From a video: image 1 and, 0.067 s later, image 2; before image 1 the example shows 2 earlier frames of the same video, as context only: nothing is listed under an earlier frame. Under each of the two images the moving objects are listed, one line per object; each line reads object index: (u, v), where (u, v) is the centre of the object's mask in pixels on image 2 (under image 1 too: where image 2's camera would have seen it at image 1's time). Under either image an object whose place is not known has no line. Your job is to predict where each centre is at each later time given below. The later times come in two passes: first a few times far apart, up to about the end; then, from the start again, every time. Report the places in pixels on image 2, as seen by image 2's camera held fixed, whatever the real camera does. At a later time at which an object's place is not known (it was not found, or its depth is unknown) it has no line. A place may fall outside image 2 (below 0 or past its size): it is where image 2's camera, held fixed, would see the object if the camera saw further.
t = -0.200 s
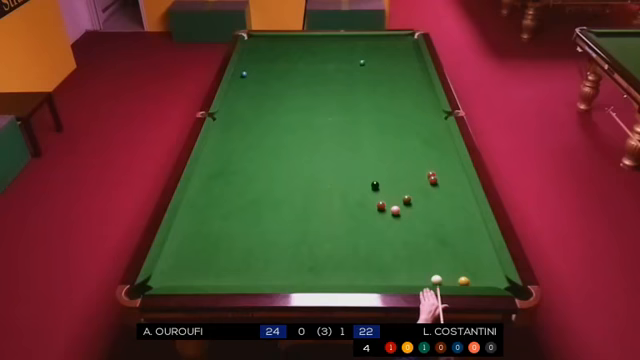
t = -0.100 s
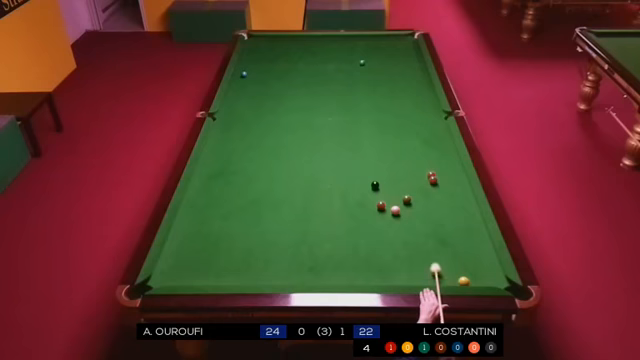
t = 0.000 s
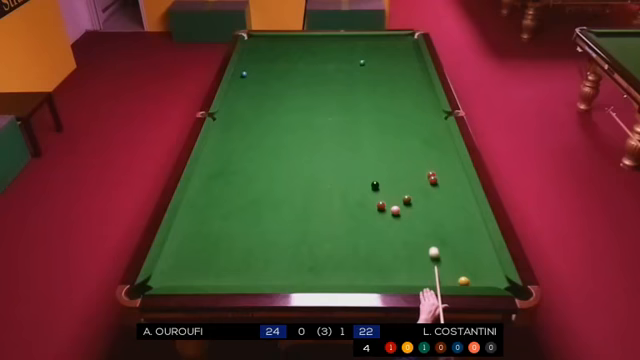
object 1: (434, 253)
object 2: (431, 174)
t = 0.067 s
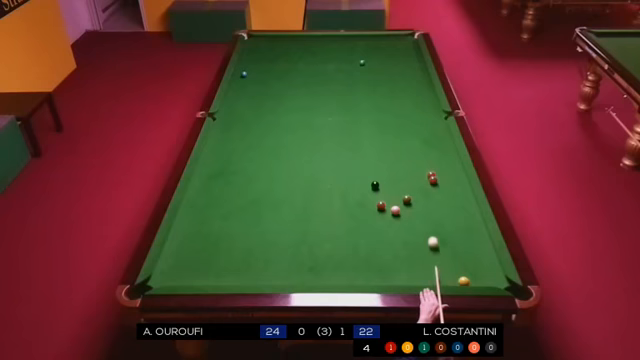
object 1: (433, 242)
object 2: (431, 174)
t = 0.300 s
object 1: (430, 211)
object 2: (431, 174)
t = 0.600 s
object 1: (423, 180)
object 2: (431, 173)
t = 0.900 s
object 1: (404, 164)
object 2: (428, 163)
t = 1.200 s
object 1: (388, 150)
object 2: (426, 154)
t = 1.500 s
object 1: (374, 138)
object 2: (424, 147)
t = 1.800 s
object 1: (361, 127)
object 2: (422, 140)
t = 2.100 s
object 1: (350, 117)
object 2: (421, 135)
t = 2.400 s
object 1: (340, 108)
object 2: (420, 130)
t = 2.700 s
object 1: (331, 101)
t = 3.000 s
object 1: (323, 94)
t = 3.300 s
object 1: (315, 88)
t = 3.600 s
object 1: (309, 82)
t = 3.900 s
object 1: (303, 77)
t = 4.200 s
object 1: (298, 73)
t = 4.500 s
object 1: (293, 69)
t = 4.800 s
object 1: (289, 66)
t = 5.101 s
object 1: (285, 63)
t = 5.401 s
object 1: (282, 60)
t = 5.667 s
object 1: (280, 58)
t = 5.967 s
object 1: (278, 56)
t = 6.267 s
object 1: (275, 54)
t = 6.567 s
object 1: (274, 53)
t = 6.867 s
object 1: (273, 52)
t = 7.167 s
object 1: (272, 52)
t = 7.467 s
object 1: (271, 52)
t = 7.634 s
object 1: (271, 51)
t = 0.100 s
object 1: (432, 237)
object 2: (431, 174)
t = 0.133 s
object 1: (432, 233)
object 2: (431, 174)
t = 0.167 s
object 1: (432, 228)
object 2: (431, 174)
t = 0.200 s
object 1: (431, 224)
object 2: (431, 174)
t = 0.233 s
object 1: (431, 219)
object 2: (431, 174)
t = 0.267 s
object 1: (430, 215)
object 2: (431, 174)
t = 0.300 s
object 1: (430, 211)
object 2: (431, 174)
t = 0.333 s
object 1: (430, 207)
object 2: (431, 174)
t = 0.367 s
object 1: (429, 203)
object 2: (431, 174)
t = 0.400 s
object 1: (429, 199)
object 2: (431, 174)
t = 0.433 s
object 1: (429, 195)
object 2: (431, 174)
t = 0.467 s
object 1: (428, 191)
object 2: (431, 174)
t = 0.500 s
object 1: (428, 188)
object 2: (431, 174)
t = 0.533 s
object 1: (427, 184)
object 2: (431, 174)
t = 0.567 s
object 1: (426, 182)
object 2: (431, 173)
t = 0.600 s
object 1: (423, 180)
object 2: (431, 173)
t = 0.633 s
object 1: (421, 179)
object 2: (430, 172)
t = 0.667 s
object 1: (419, 177)
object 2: (430, 171)
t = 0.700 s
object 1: (416, 175)
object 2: (430, 169)
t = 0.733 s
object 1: (414, 173)
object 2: (430, 168)
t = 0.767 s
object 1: (412, 171)
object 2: (429, 167)
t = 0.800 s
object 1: (410, 169)
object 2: (429, 166)
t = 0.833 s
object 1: (408, 167)
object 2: (429, 165)
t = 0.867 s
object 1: (406, 166)
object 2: (428, 164)
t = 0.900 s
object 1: (404, 164)
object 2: (428, 163)
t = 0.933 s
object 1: (403, 163)
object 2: (428, 162)
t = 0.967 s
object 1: (400, 161)
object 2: (428, 161)
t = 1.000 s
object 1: (399, 159)
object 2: (428, 160)
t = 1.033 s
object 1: (397, 158)
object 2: (427, 159)
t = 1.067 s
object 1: (395, 156)
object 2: (427, 158)
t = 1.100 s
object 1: (393, 155)
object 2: (427, 157)
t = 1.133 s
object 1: (392, 153)
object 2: (427, 156)
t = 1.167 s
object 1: (390, 152)
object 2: (426, 155)
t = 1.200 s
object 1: (388, 150)
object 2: (426, 154)
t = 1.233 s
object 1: (386, 149)
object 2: (426, 153)
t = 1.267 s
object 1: (385, 147)
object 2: (426, 153)
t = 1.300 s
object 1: (383, 146)
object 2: (425, 152)
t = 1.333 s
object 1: (382, 145)
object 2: (425, 151)
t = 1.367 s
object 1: (380, 143)
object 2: (425, 150)
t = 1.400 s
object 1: (378, 142)
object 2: (425, 149)
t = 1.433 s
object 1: (377, 140)
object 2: (424, 148)
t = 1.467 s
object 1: (375, 139)
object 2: (424, 147)
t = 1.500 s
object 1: (374, 138)
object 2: (424, 147)
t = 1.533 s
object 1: (372, 136)
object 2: (424, 146)
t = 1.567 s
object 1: (371, 135)
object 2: (423, 145)
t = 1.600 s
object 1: (369, 134)
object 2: (423, 144)
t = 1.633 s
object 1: (368, 133)
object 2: (423, 144)
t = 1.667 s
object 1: (367, 131)
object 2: (423, 143)
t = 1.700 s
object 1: (365, 130)
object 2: (423, 142)
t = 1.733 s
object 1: (364, 129)
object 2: (423, 142)
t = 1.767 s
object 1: (362, 128)
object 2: (422, 141)
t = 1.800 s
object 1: (361, 127)
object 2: (422, 140)
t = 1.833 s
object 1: (360, 126)
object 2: (422, 140)
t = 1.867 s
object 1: (359, 125)
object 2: (422, 139)
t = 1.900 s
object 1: (357, 123)
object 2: (422, 138)
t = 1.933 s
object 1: (356, 122)
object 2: (422, 138)
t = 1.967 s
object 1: (355, 121)
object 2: (421, 137)
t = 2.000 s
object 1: (354, 120)
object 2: (421, 136)
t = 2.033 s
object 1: (352, 119)
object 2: (421, 136)
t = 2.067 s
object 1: (351, 118)
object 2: (421, 135)
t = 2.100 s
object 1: (350, 117)
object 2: (421, 135)
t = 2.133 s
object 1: (349, 116)
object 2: (421, 134)
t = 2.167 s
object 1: (347, 115)
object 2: (420, 134)
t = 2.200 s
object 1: (346, 114)
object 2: (420, 133)
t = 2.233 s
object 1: (345, 113)
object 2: (420, 133)
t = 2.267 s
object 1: (344, 112)
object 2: (420, 132)
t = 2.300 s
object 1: (343, 111)
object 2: (420, 132)
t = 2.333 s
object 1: (342, 110)
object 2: (420, 131)
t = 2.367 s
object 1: (341, 109)
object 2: (420, 131)
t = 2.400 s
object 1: (340, 108)
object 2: (420, 130)
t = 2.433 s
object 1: (339, 107)
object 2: (419, 130)
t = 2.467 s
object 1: (338, 107)
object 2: (419, 130)
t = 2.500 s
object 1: (337, 106)
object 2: (419, 129)
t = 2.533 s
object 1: (336, 105)
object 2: (419, 129)
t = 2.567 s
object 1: (335, 104)
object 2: (419, 128)
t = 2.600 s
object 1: (334, 103)
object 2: (419, 128)
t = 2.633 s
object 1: (333, 102)
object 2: (419, 128)
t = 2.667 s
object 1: (332, 102)
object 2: (419, 127)
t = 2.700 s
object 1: (331, 101)
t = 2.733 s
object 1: (330, 100)
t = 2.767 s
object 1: (329, 99)
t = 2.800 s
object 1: (328, 99)
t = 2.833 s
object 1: (327, 98)
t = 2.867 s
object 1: (326, 97)
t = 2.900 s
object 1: (325, 96)
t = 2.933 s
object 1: (324, 95)
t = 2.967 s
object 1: (324, 95)
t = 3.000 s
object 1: (323, 94)
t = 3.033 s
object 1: (322, 93)
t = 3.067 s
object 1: (321, 92)
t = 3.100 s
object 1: (320, 92)
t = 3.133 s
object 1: (319, 91)
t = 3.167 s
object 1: (319, 90)
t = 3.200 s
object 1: (318, 90)
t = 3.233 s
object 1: (317, 89)
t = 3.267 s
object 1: (316, 88)
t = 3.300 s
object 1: (315, 88)
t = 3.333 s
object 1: (315, 87)
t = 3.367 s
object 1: (314, 86)
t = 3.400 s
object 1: (313, 86)
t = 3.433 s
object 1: (312, 85)
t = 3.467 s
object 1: (312, 85)
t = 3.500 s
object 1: (311, 84)
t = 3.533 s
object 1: (310, 83)
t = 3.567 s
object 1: (309, 83)
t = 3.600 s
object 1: (309, 82)
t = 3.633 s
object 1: (308, 81)
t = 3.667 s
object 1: (308, 81)
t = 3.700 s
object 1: (307, 80)
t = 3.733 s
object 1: (306, 80)
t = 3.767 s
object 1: (306, 79)
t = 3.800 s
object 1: (305, 79)
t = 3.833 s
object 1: (304, 78)
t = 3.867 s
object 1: (304, 78)
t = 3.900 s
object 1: (303, 77)
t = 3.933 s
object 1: (302, 77)
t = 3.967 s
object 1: (302, 76)
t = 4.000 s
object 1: (301, 75)
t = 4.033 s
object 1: (301, 75)
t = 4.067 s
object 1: (300, 75)
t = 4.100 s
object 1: (299, 74)
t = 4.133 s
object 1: (299, 74)
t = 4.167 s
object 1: (298, 73)
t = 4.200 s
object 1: (298, 73)
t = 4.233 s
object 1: (297, 72)
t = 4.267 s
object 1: (297, 72)
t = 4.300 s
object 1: (296, 72)
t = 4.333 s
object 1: (296, 71)
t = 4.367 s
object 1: (295, 71)
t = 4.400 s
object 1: (295, 70)
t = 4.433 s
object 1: (295, 70)
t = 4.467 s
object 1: (294, 69)
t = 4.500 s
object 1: (293, 69)
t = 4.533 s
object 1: (293, 69)
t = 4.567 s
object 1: (292, 68)
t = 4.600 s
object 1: (292, 68)
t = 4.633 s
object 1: (291, 68)
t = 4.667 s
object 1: (291, 67)
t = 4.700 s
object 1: (291, 67)
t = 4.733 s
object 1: (290, 67)
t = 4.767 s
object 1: (289, 66)
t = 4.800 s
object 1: (289, 66)
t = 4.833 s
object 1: (289, 65)
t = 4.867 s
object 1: (288, 65)
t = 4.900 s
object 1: (288, 65)
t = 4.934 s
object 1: (287, 64)
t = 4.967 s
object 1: (287, 64)
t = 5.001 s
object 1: (286, 63)
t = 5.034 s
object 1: (286, 63)
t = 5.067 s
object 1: (286, 63)
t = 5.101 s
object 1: (285, 63)
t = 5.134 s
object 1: (285, 62)
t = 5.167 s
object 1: (285, 62)
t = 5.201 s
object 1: (284, 62)
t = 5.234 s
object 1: (284, 61)
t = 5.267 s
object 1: (283, 61)
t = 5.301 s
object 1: (283, 61)
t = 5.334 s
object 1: (283, 60)
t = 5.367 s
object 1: (283, 60)
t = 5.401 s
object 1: (282, 60)
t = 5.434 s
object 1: (282, 60)
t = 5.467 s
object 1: (282, 59)
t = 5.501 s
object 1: (281, 59)
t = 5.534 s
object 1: (281, 59)
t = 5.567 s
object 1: (281, 59)
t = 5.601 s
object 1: (280, 59)
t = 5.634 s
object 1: (280, 58)
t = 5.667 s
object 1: (280, 58)
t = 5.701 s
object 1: (280, 58)
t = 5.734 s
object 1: (279, 58)
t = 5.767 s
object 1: (279, 57)
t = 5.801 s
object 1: (279, 57)
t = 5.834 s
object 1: (278, 57)
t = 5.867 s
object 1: (278, 57)
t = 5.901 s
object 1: (278, 56)
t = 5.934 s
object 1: (278, 56)
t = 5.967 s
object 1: (278, 56)
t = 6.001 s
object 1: (277, 56)
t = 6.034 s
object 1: (277, 56)
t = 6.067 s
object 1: (277, 56)
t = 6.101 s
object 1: (276, 55)
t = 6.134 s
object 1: (276, 55)
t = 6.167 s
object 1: (276, 55)
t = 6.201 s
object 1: (276, 55)
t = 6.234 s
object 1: (275, 54)
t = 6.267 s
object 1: (275, 54)
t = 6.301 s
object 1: (275, 55)
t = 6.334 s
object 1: (275, 54)
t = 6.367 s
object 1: (275, 54)
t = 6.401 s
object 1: (275, 54)
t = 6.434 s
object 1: (275, 54)
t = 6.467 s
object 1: (275, 54)
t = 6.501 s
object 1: (274, 54)
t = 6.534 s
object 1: (274, 53)
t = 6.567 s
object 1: (274, 53)
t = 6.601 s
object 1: (274, 53)
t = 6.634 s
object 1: (274, 53)
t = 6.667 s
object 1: (273, 53)
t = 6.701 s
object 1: (274, 53)
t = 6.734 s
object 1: (273, 53)
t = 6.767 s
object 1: (273, 53)
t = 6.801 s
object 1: (273, 53)
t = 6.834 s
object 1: (273, 52)
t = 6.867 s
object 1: (273, 52)
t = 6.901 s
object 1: (273, 52)
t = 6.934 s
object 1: (273, 52)
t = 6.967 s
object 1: (273, 52)
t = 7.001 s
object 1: (272, 52)
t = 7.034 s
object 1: (272, 52)
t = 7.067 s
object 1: (272, 52)
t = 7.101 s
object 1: (272, 52)
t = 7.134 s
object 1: (272, 52)
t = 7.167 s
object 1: (272, 52)
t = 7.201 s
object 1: (272, 52)
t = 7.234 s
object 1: (272, 52)
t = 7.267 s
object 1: (272, 52)
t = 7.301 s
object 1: (272, 52)
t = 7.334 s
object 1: (271, 51)
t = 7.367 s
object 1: (271, 52)
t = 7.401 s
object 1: (271, 52)
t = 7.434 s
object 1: (271, 52)
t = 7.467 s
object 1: (271, 52)
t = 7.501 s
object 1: (271, 51)
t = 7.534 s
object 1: (271, 51)
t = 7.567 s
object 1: (271, 51)
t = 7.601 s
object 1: (271, 51)
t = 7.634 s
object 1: (271, 51)
